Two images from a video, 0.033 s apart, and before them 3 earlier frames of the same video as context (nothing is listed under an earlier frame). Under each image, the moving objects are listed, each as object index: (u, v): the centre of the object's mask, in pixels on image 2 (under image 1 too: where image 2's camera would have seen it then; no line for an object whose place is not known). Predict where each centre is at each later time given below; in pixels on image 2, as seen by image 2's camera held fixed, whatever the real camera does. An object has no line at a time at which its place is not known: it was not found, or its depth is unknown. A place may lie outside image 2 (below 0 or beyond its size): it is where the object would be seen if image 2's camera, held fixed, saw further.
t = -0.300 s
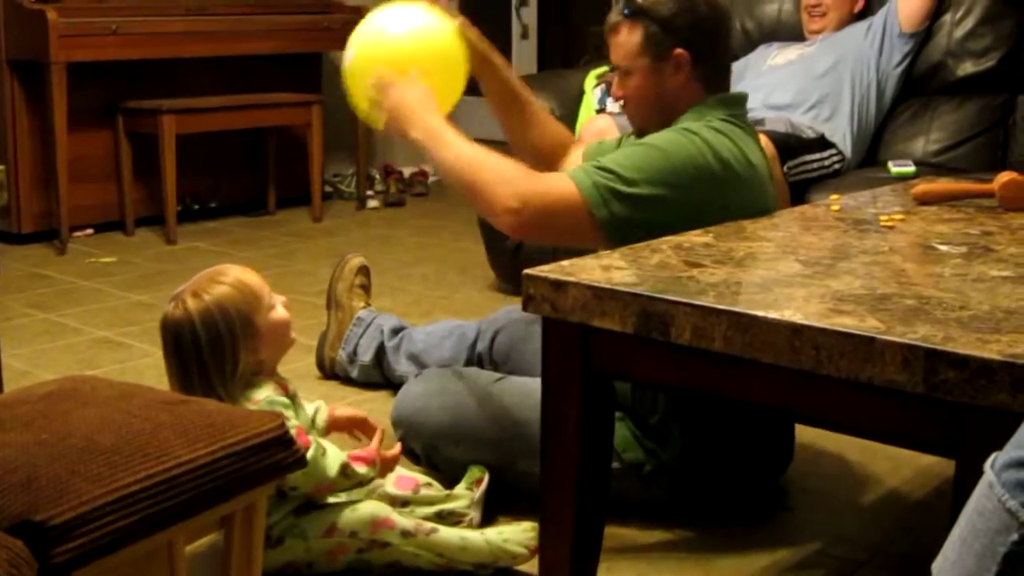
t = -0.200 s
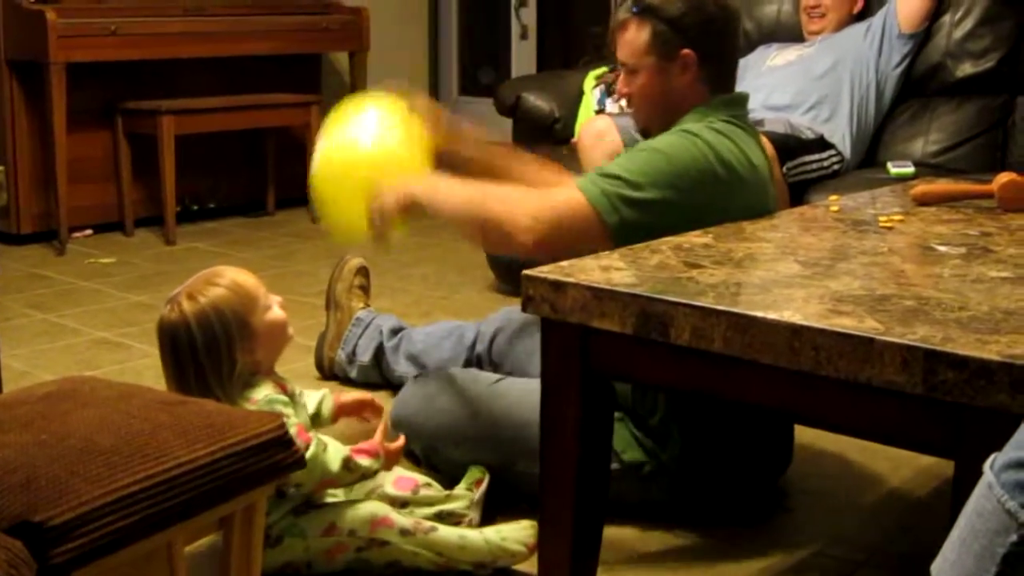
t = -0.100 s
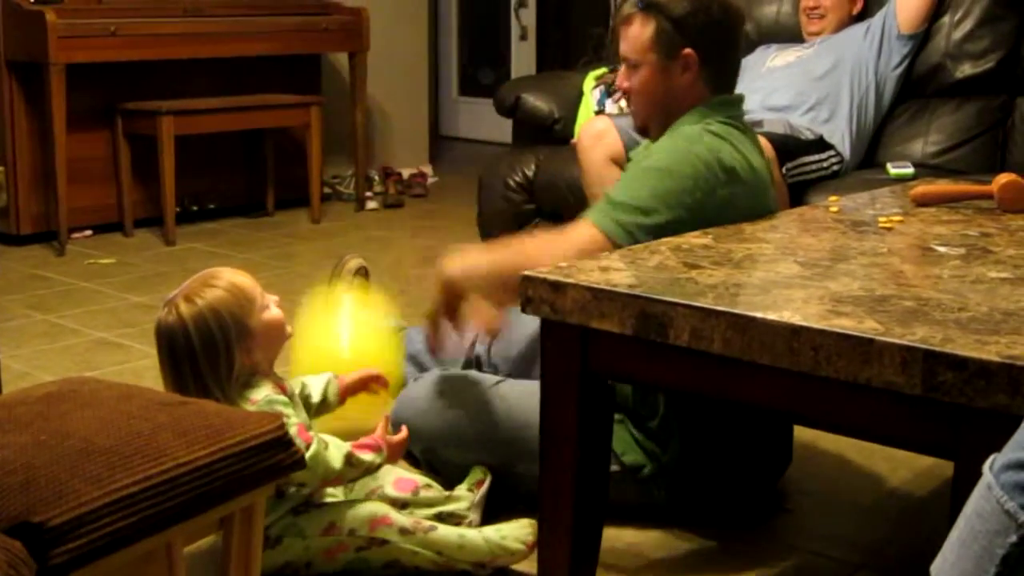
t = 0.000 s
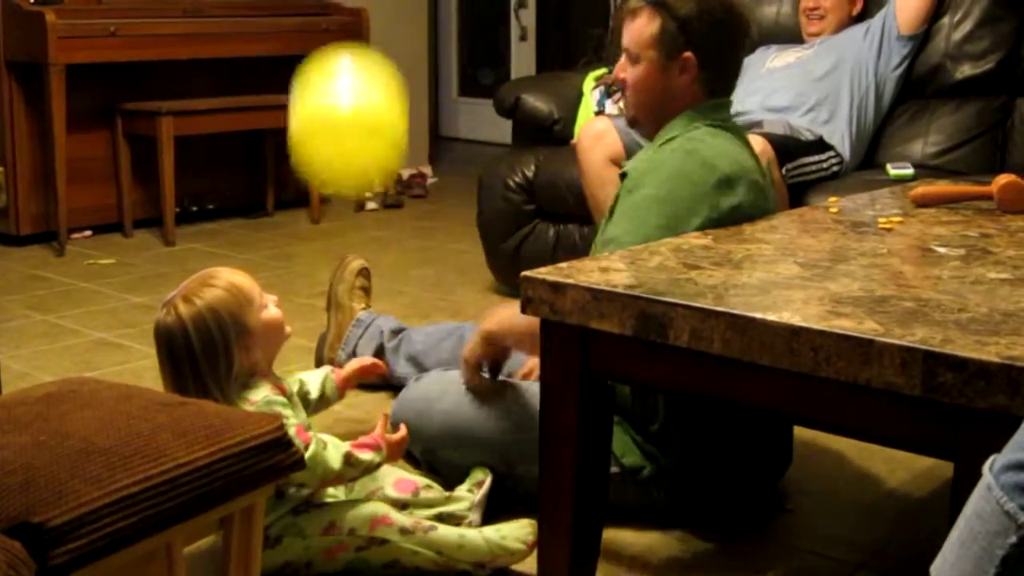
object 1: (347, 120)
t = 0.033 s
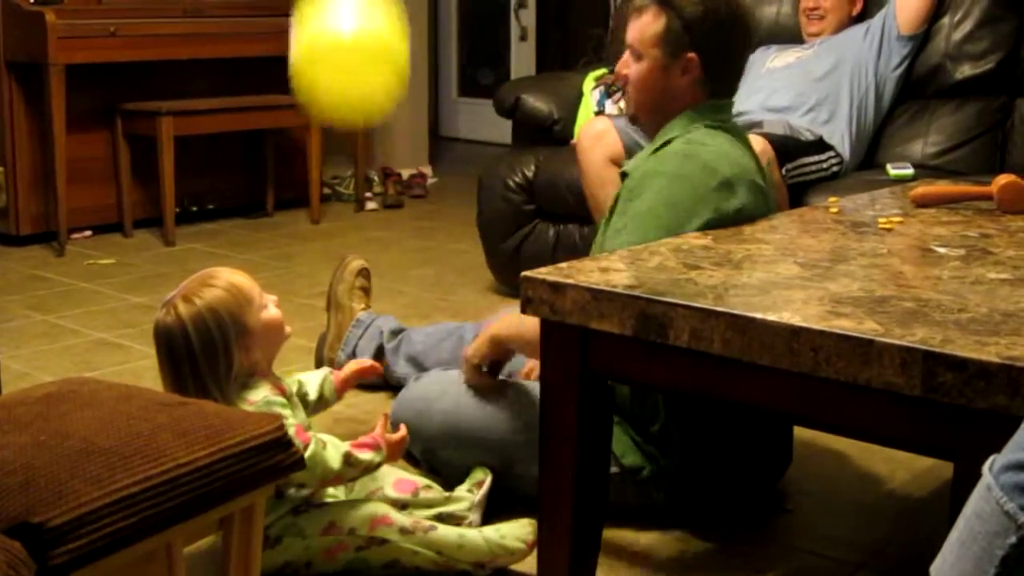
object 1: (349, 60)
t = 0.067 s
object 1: (350, 24)
